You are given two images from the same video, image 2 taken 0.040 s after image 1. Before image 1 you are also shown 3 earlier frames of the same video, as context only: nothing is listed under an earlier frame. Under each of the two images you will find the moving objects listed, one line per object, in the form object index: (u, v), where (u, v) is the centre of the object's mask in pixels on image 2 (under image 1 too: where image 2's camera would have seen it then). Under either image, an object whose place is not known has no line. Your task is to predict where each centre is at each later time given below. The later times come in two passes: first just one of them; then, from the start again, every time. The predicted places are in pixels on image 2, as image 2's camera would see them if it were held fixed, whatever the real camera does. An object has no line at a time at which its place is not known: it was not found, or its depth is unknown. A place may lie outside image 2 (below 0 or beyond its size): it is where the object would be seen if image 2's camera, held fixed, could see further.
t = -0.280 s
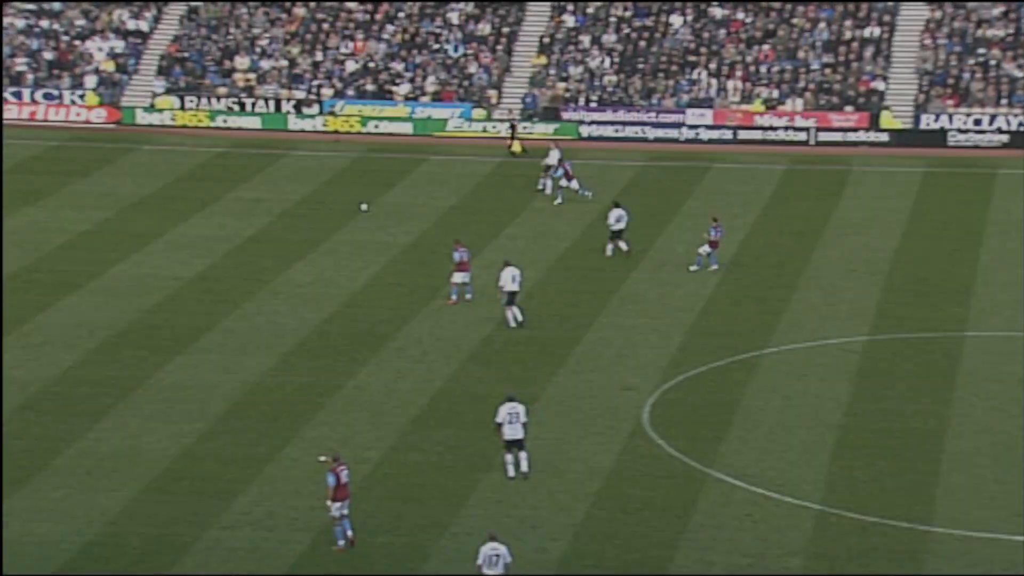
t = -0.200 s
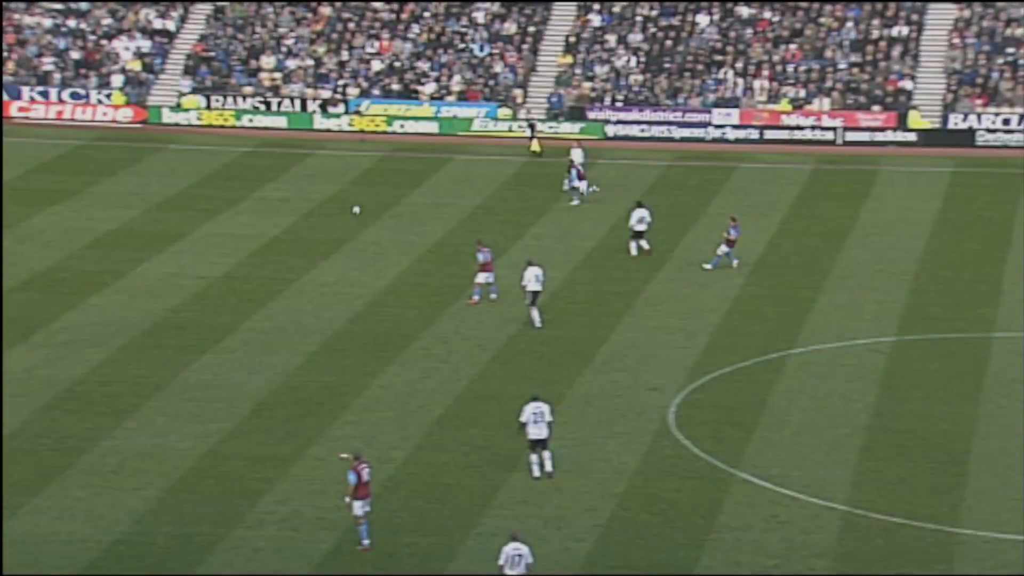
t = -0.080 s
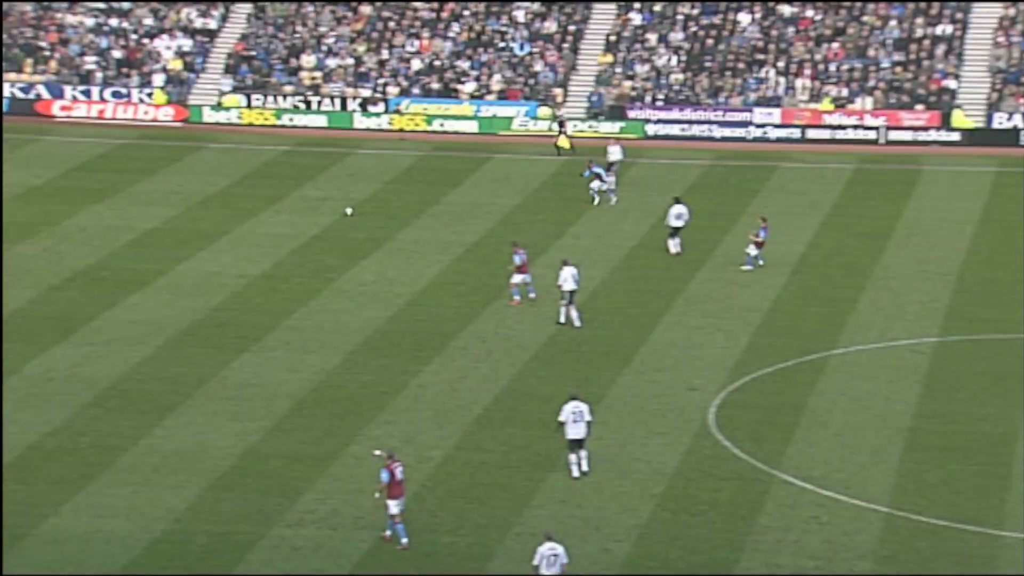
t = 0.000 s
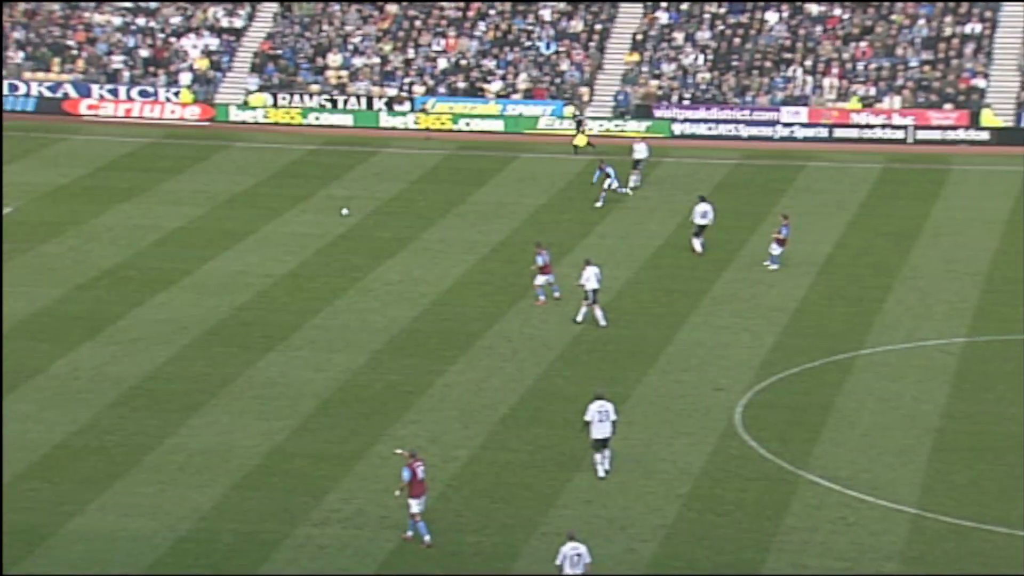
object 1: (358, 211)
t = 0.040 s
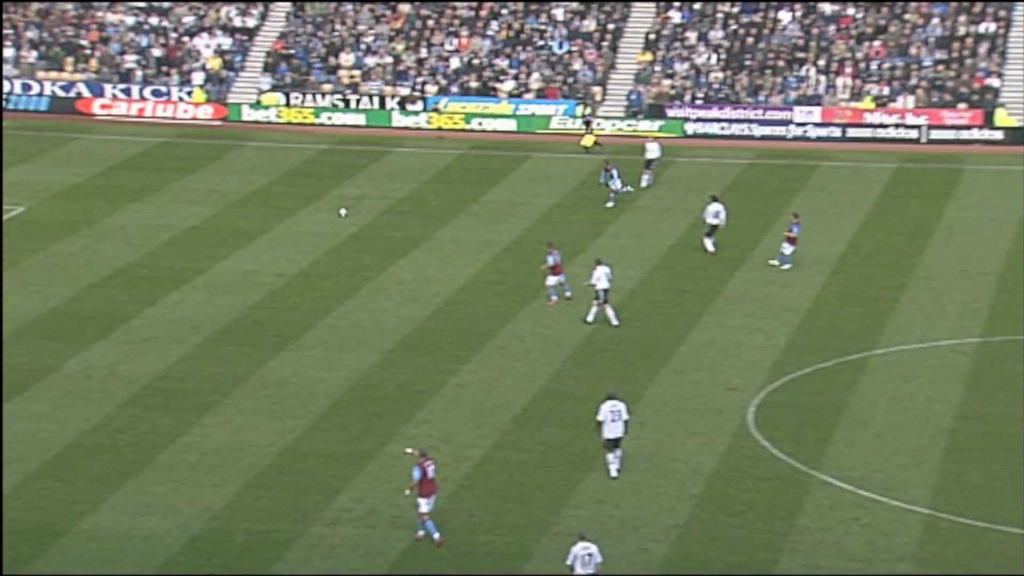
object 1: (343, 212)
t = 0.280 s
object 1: (262, 218)
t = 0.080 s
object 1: (329, 214)
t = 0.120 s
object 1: (314, 215)
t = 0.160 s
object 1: (301, 216)
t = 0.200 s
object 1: (288, 215)
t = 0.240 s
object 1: (274, 217)
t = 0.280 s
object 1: (262, 218)
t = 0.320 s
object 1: (249, 218)
